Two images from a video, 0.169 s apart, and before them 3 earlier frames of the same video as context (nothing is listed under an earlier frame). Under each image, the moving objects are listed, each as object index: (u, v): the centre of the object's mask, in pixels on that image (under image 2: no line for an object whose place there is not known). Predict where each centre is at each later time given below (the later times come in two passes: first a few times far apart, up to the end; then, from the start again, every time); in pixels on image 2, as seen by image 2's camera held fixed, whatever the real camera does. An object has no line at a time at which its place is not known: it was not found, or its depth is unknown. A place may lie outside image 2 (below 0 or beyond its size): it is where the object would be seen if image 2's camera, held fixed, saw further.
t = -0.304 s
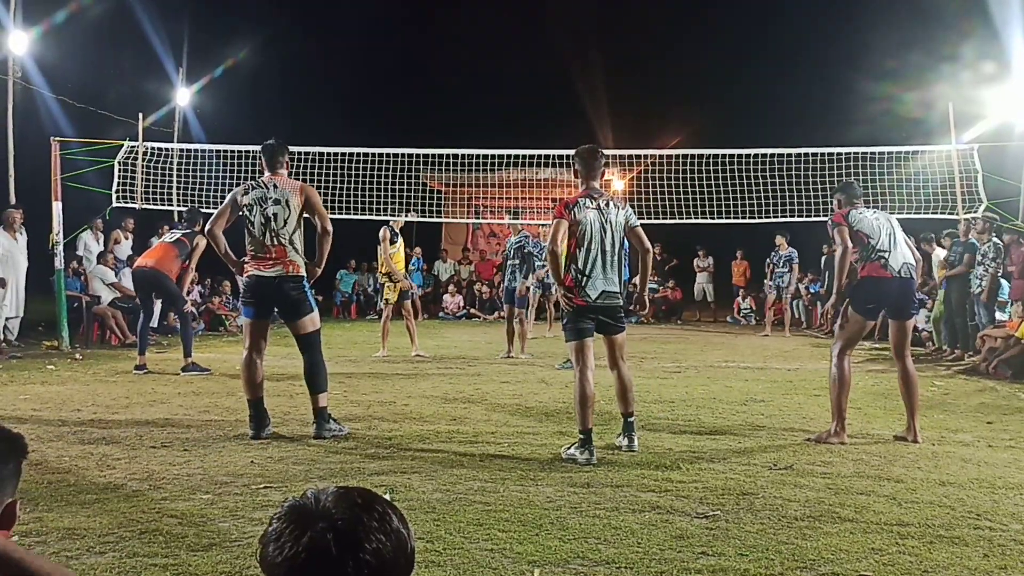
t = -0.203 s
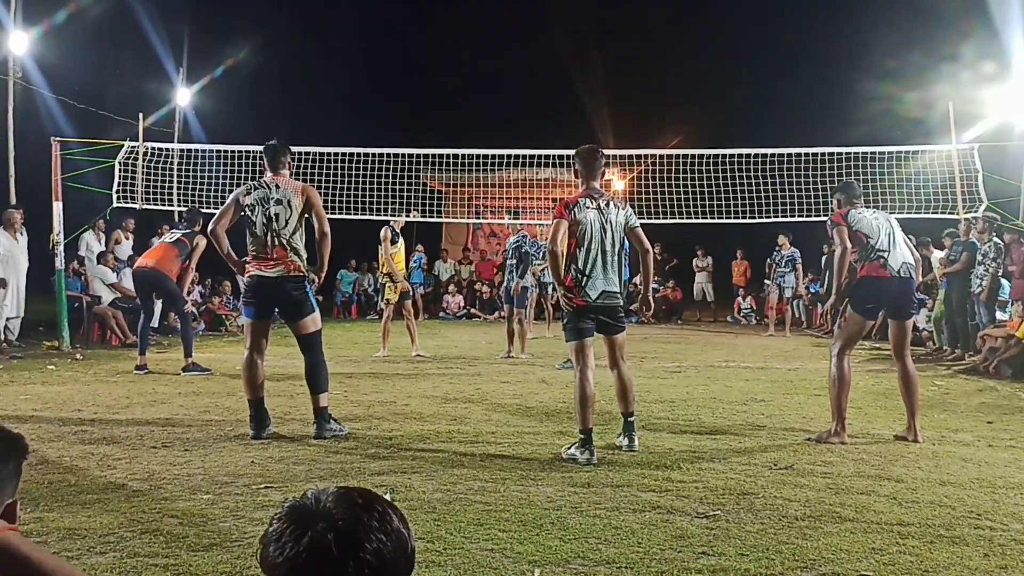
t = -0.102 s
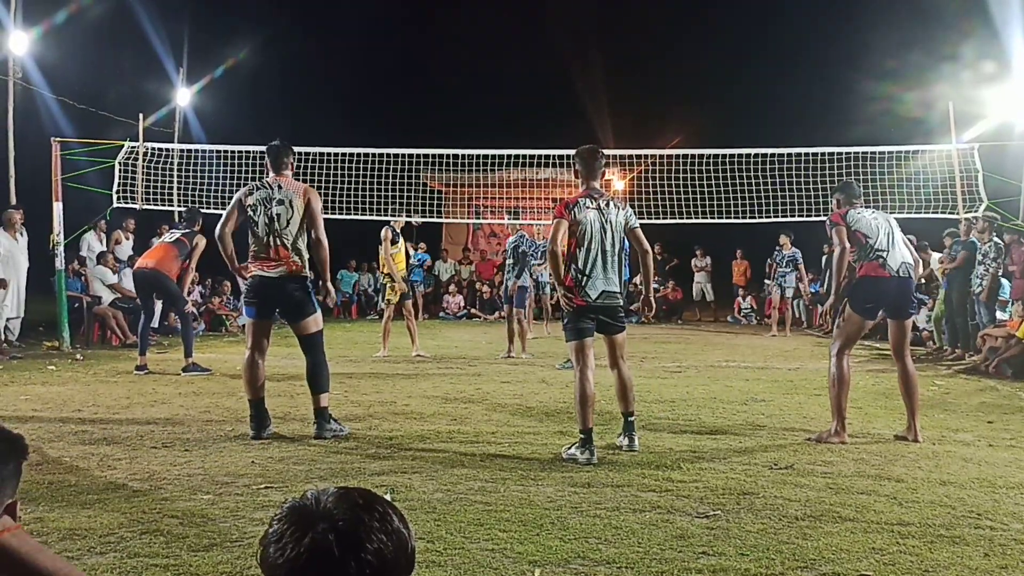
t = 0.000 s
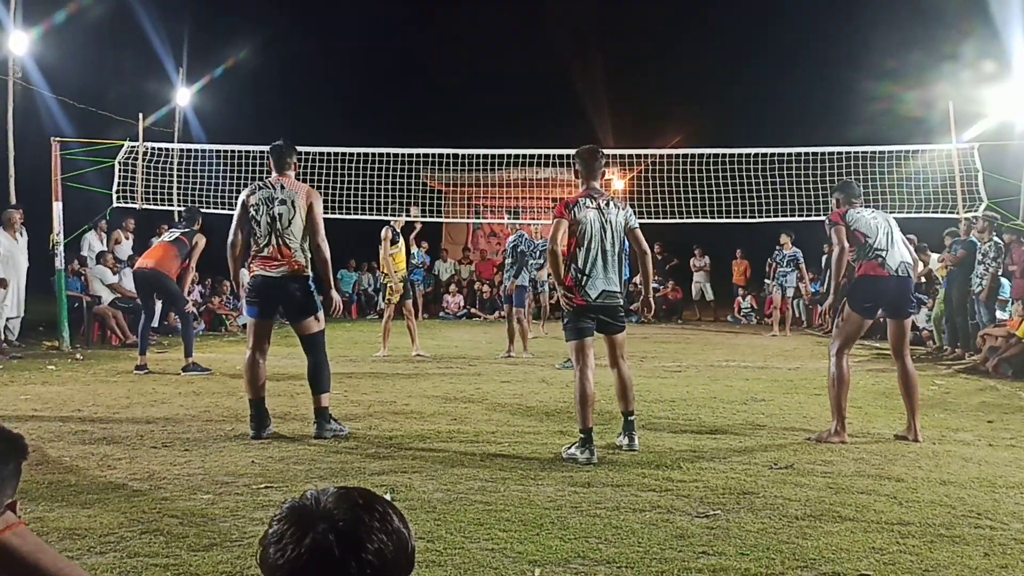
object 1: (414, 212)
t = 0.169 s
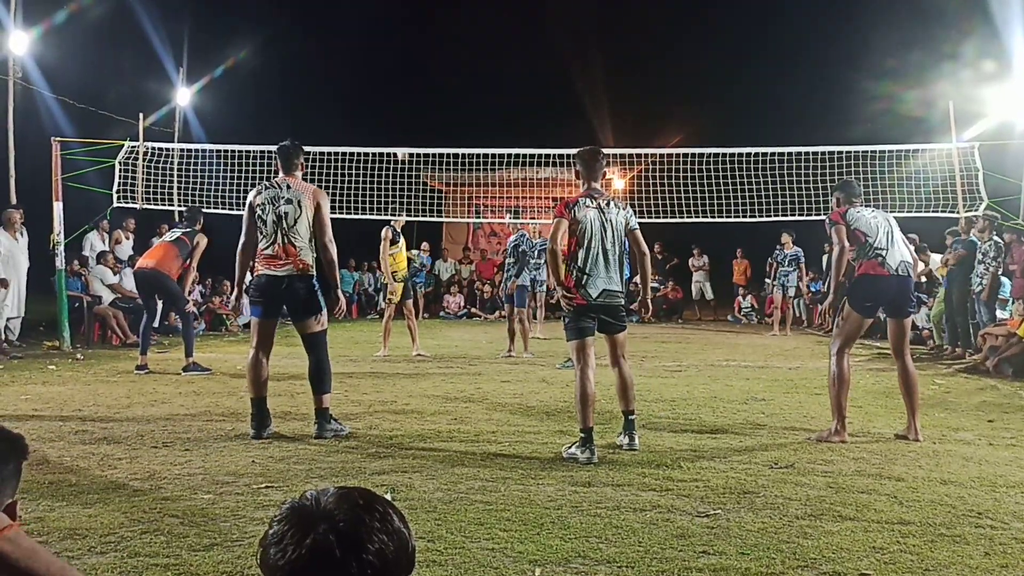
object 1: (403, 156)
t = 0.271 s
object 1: (393, 124)
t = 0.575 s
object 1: (361, 56)
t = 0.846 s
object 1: (320, 32)
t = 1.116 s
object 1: (270, 70)
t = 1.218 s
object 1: (248, 106)
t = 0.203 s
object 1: (399, 143)
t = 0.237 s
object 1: (396, 135)
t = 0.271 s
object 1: (393, 124)
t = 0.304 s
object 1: (390, 116)
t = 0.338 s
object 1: (387, 106)
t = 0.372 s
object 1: (383, 98)
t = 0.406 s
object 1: (380, 90)
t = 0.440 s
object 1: (376, 82)
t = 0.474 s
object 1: (372, 75)
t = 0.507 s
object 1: (369, 68)
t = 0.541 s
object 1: (365, 61)
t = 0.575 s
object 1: (361, 56)
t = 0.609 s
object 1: (356, 50)
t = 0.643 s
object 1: (352, 45)
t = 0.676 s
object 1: (347, 41)
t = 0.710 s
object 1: (342, 37)
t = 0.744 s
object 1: (336, 35)
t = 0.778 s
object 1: (332, 33)
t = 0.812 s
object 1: (326, 32)
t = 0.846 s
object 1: (320, 32)
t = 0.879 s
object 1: (315, 34)
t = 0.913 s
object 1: (309, 35)
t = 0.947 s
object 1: (303, 38)
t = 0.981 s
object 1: (297, 42)
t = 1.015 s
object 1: (290, 47)
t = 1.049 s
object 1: (284, 54)
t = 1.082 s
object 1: (277, 62)
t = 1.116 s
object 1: (270, 70)
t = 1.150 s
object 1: (263, 81)
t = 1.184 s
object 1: (256, 92)
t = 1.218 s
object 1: (248, 106)
